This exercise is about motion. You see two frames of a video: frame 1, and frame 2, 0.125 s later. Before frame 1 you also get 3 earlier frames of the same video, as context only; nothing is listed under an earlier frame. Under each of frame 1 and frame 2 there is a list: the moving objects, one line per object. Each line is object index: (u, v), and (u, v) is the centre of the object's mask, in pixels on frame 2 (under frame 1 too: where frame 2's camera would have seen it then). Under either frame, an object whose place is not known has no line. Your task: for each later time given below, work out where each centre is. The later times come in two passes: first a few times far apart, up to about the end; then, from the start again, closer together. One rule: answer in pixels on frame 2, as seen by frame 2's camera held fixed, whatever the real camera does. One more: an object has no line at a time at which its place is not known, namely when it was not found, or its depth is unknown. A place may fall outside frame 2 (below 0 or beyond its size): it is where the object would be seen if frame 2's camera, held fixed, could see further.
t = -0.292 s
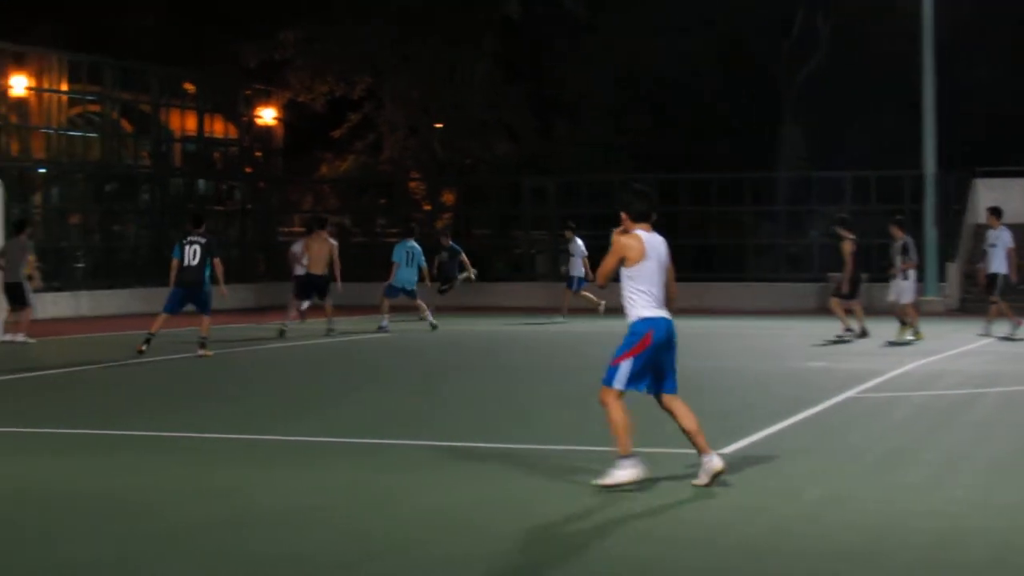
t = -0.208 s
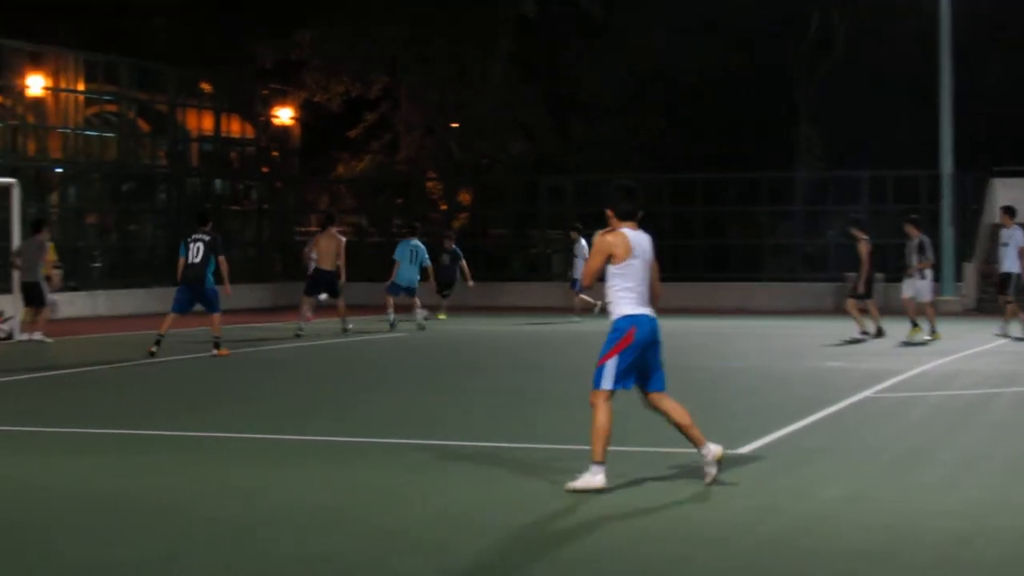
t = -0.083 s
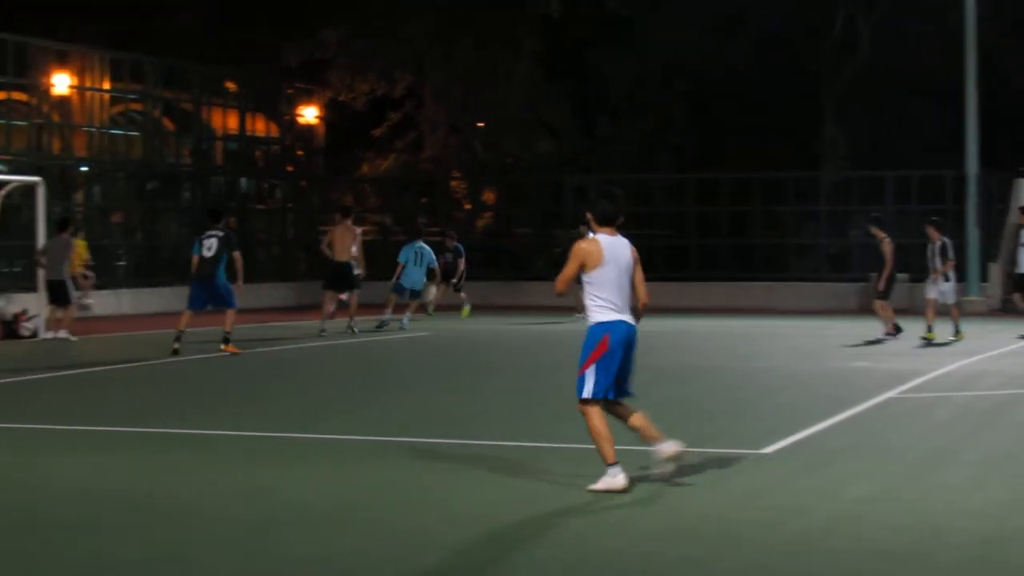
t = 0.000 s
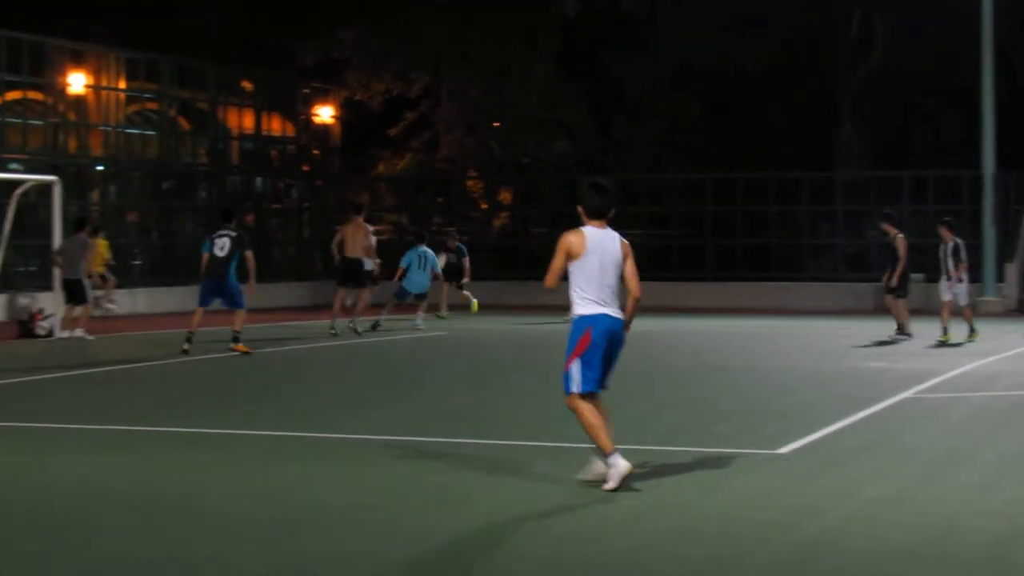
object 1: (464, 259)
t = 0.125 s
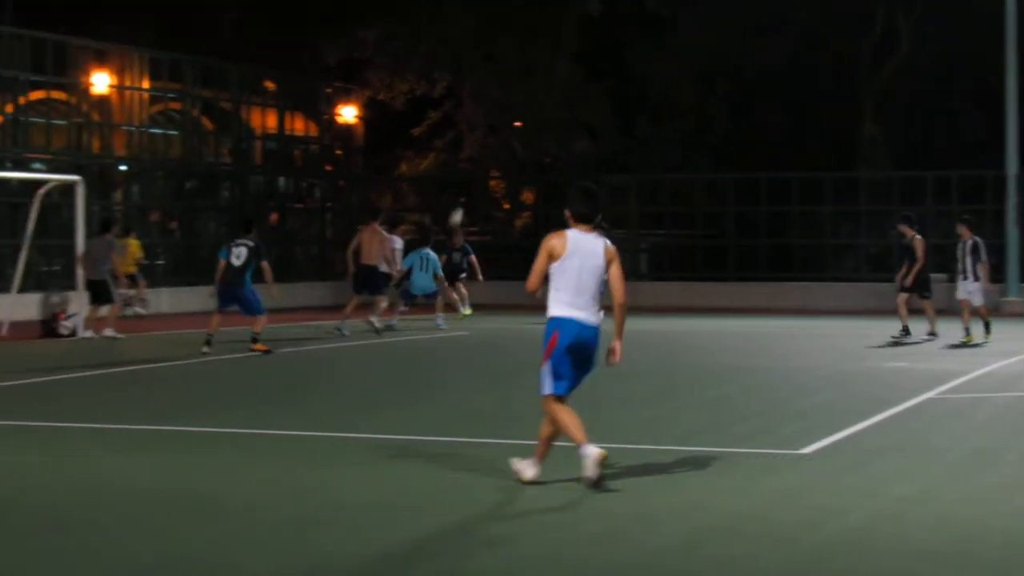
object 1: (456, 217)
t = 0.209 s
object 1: (453, 190)
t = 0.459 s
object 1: (451, 120)
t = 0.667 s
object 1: (461, 81)
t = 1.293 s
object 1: (566, 154)
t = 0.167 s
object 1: (454, 203)
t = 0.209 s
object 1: (453, 190)
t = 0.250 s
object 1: (452, 177)
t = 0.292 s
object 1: (451, 164)
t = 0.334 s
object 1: (450, 152)
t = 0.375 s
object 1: (450, 140)
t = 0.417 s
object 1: (450, 130)
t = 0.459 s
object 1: (451, 120)
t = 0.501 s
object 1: (452, 110)
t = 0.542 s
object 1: (453, 102)
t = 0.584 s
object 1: (455, 94)
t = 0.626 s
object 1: (457, 87)
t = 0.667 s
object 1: (461, 81)
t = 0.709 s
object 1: (463, 76)
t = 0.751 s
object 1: (467, 72)
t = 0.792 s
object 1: (472, 69)
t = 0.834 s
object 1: (476, 67)
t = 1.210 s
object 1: (544, 119)
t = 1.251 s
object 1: (554, 136)
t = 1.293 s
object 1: (566, 154)
